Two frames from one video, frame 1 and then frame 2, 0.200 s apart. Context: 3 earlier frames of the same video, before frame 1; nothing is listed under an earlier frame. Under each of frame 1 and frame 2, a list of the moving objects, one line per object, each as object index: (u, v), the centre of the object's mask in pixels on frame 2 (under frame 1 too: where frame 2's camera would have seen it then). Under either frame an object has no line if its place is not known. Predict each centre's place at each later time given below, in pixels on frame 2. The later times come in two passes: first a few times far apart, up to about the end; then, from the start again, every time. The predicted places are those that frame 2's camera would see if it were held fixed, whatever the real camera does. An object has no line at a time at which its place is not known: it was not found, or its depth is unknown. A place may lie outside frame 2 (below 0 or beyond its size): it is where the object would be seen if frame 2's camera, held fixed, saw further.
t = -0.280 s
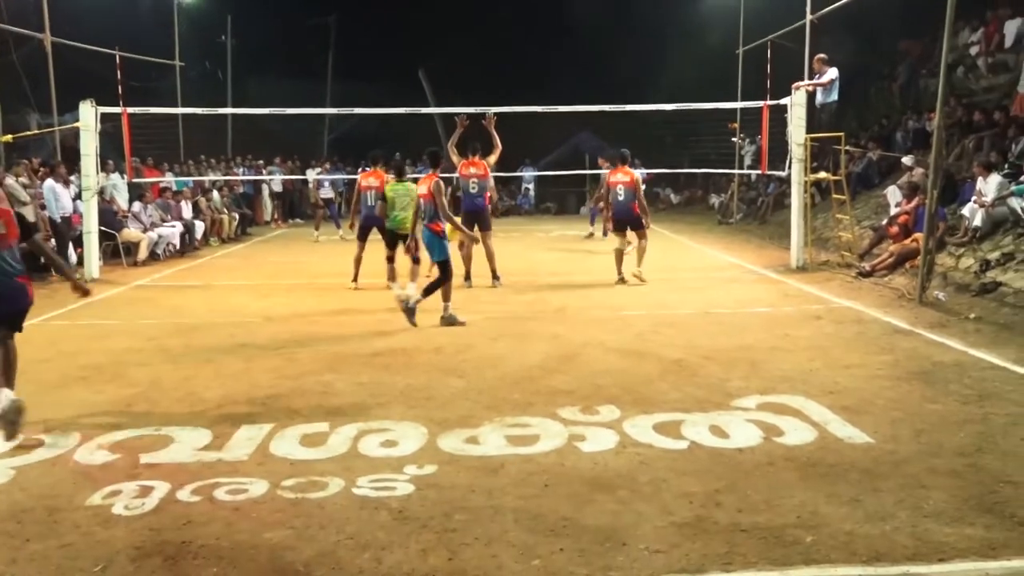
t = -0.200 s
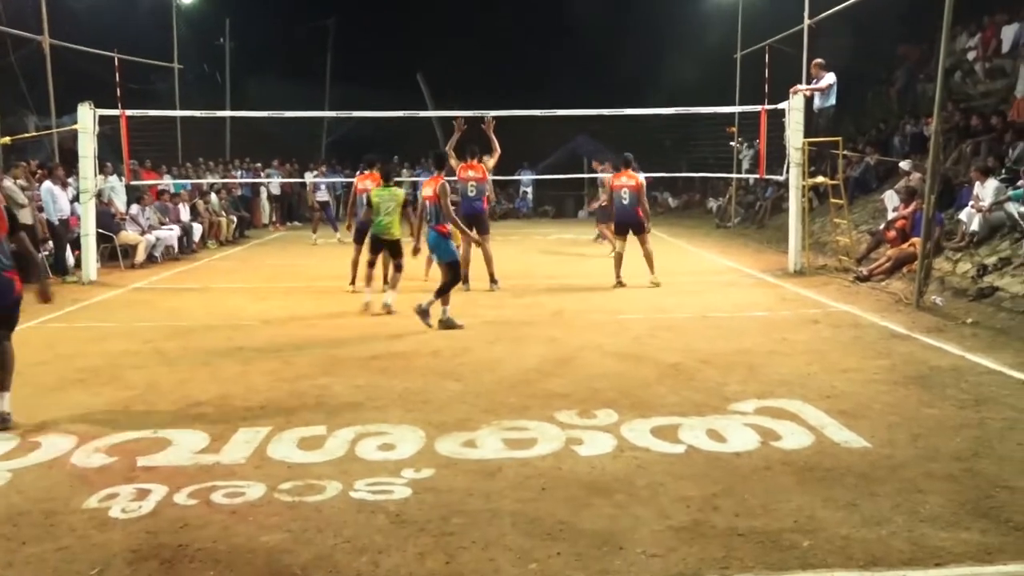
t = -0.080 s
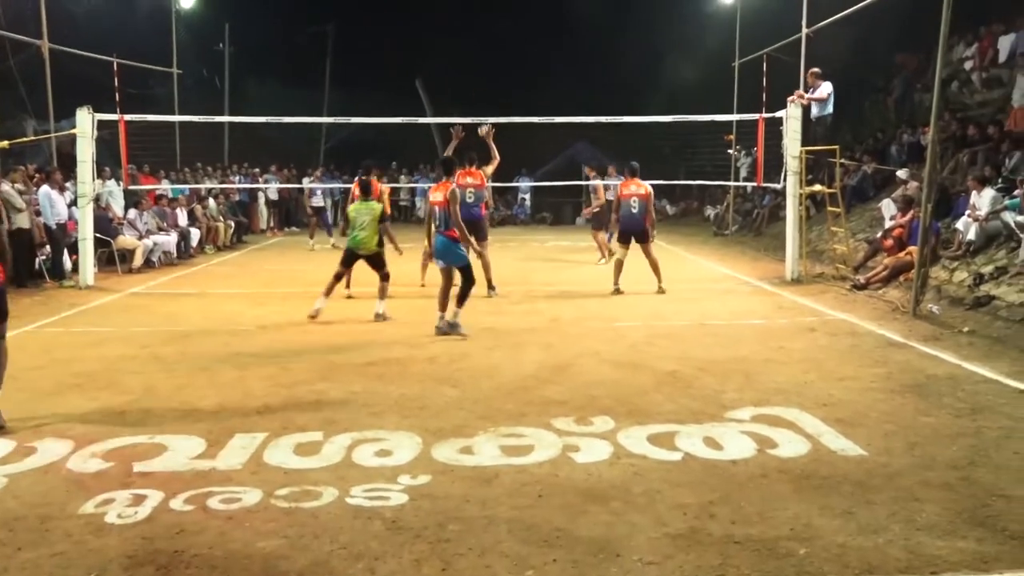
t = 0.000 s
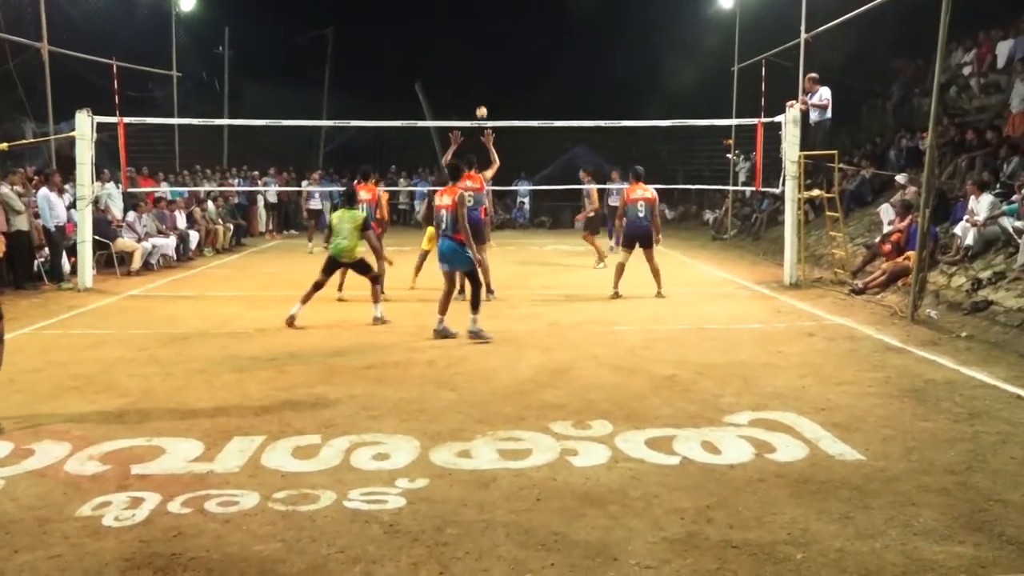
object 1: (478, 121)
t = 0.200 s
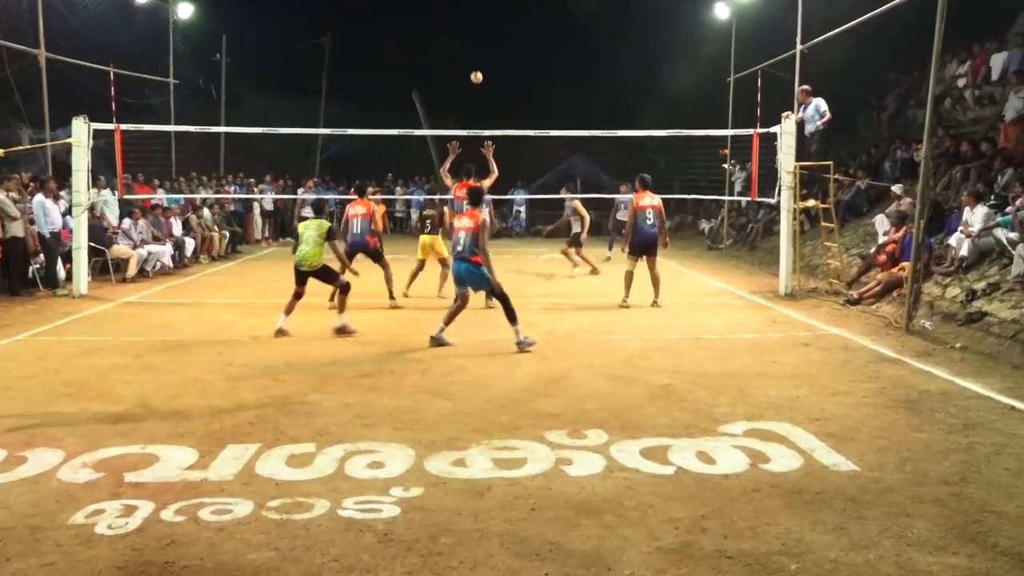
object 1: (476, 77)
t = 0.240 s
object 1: (476, 70)
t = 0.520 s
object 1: (474, 45)
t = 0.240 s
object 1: (476, 70)
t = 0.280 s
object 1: (476, 64)
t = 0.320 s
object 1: (475, 59)
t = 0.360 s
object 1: (475, 55)
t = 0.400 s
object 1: (475, 51)
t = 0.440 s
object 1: (475, 48)
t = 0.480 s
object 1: (475, 46)
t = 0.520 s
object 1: (474, 45)
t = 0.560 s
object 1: (474, 45)
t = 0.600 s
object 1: (474, 46)
